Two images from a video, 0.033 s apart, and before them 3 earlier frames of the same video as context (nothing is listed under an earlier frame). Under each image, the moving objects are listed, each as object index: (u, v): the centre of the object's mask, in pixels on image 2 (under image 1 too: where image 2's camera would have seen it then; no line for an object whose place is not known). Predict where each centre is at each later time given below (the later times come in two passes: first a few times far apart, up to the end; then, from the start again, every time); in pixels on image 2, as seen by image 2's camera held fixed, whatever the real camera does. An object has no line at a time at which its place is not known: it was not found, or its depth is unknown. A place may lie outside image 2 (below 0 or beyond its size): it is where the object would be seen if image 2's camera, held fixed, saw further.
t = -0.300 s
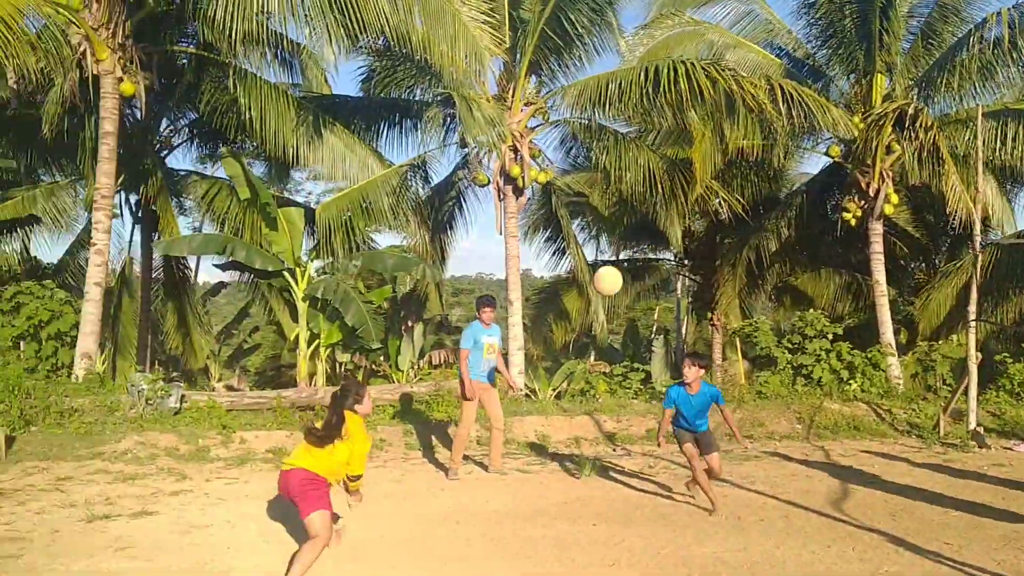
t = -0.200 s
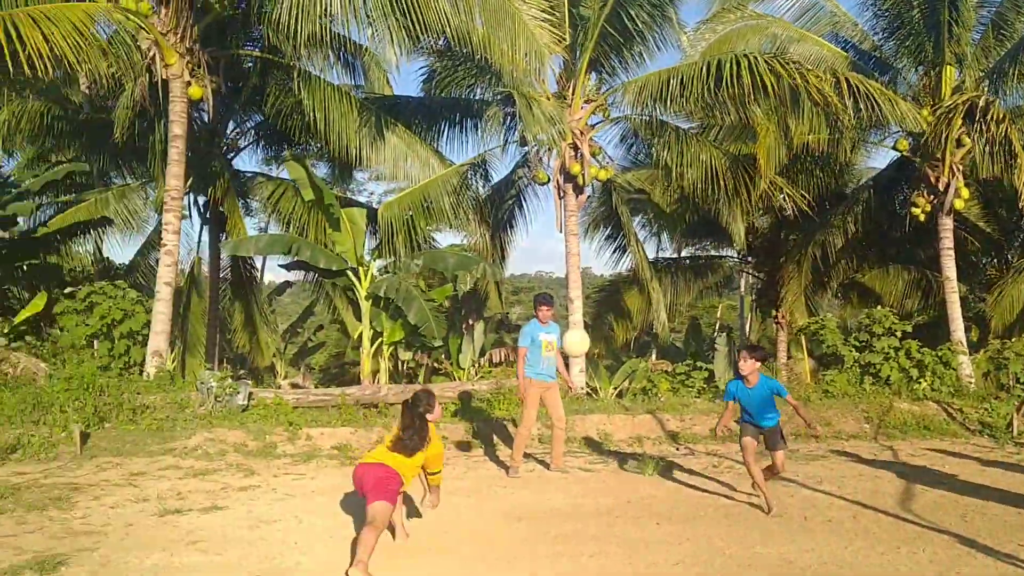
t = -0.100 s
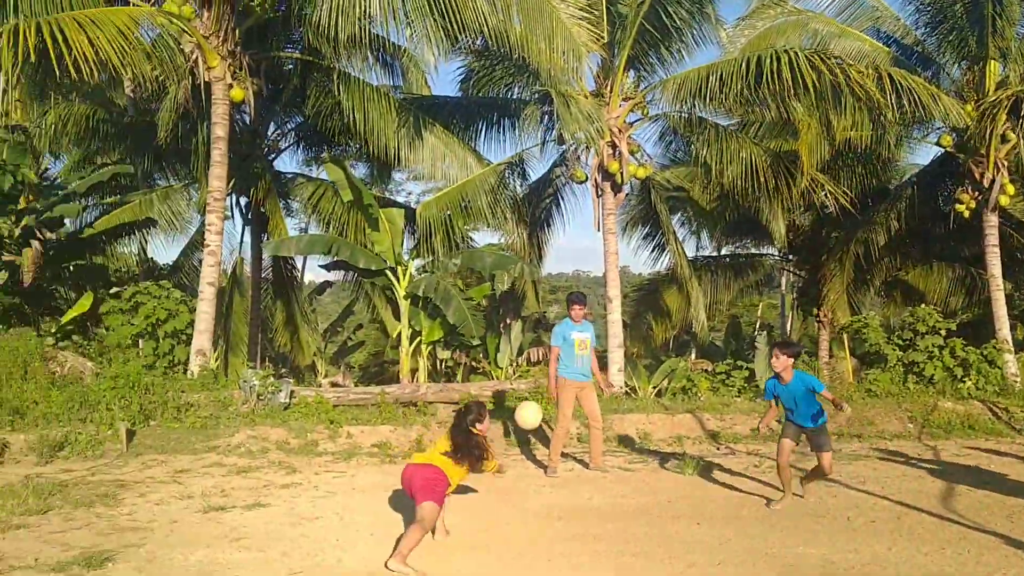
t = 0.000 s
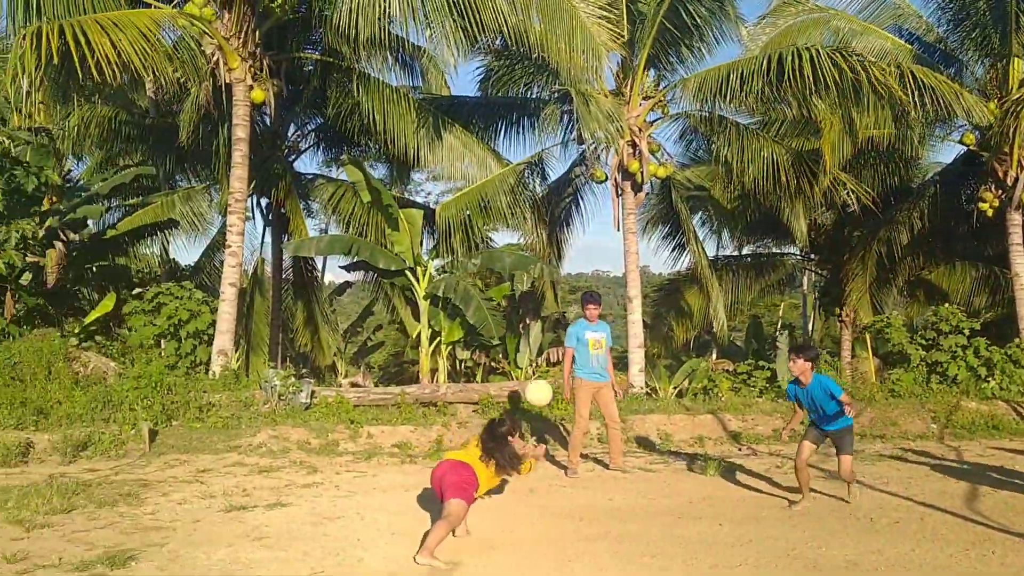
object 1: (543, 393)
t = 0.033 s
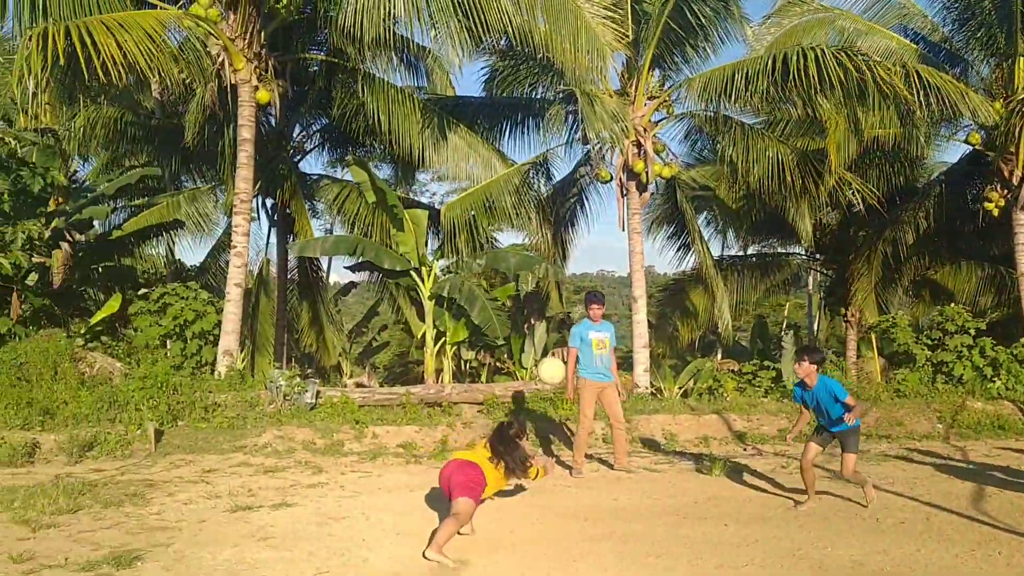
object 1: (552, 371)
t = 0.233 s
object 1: (605, 262)
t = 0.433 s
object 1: (667, 202)
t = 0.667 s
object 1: (742, 203)
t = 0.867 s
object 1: (811, 276)
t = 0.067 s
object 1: (560, 350)
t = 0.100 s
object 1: (569, 329)
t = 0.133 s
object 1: (577, 310)
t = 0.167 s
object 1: (587, 293)
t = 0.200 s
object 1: (596, 277)
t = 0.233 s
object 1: (605, 262)
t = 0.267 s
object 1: (615, 249)
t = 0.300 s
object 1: (624, 237)
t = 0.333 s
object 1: (635, 226)
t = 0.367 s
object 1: (646, 217)
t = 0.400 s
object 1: (656, 209)
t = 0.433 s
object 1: (667, 202)
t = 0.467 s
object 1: (677, 197)
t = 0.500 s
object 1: (687, 194)
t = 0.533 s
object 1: (698, 192)
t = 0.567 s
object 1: (708, 193)
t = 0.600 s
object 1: (719, 195)
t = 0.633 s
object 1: (730, 199)
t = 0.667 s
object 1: (742, 203)
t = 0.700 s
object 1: (752, 210)
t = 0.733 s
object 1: (764, 219)
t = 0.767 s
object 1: (775, 230)
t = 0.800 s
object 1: (787, 243)
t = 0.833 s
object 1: (799, 258)
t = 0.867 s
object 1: (811, 276)
